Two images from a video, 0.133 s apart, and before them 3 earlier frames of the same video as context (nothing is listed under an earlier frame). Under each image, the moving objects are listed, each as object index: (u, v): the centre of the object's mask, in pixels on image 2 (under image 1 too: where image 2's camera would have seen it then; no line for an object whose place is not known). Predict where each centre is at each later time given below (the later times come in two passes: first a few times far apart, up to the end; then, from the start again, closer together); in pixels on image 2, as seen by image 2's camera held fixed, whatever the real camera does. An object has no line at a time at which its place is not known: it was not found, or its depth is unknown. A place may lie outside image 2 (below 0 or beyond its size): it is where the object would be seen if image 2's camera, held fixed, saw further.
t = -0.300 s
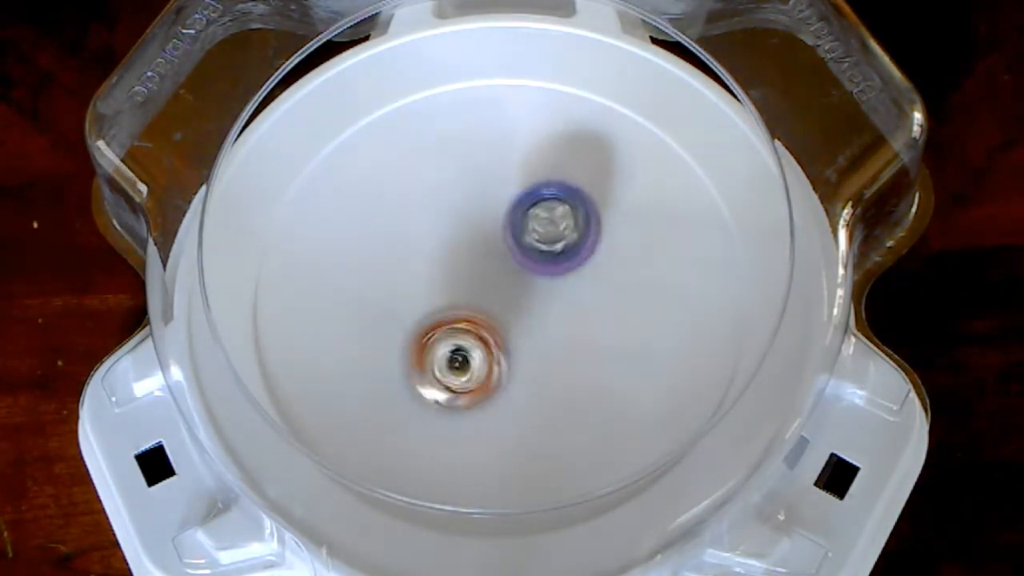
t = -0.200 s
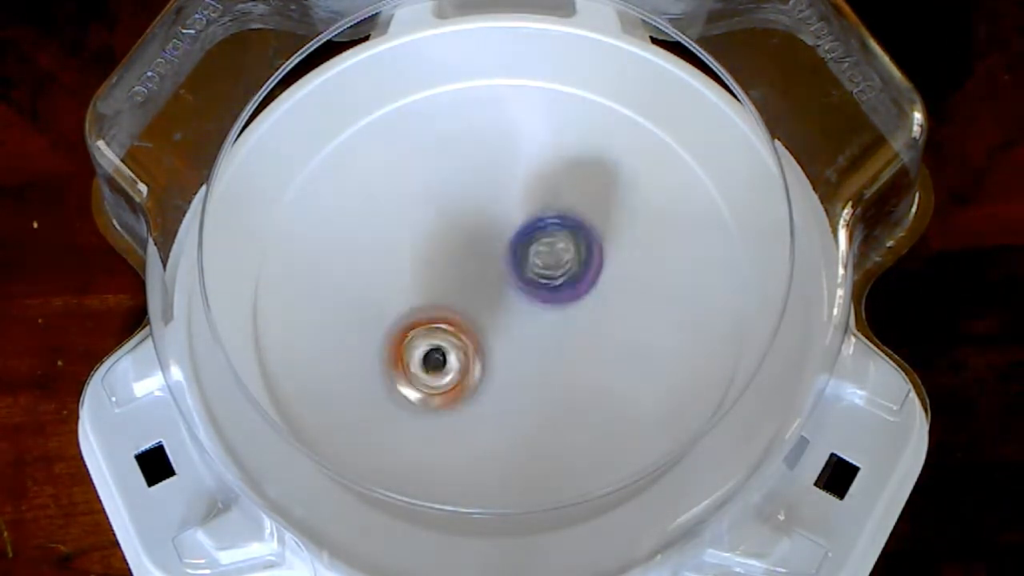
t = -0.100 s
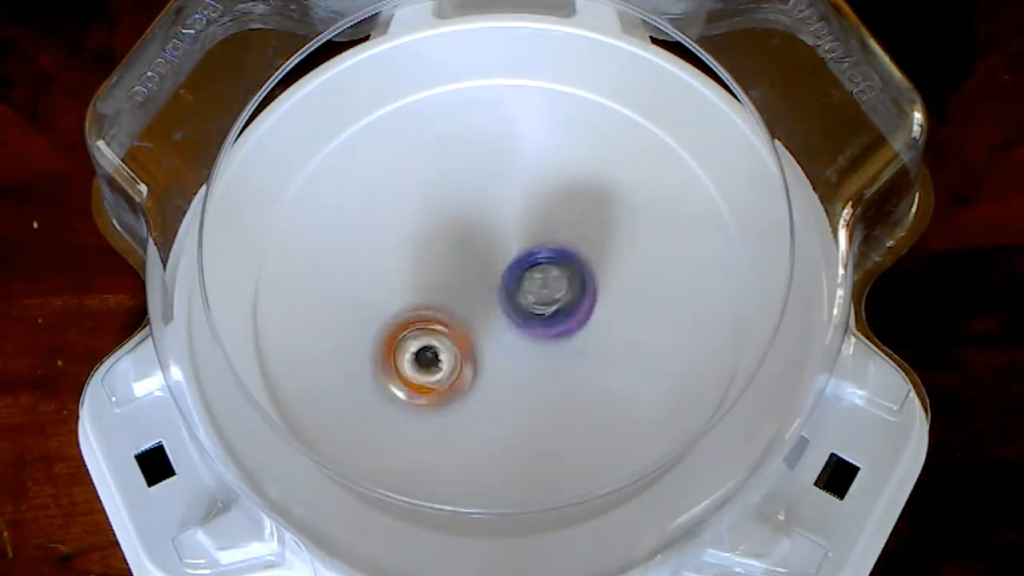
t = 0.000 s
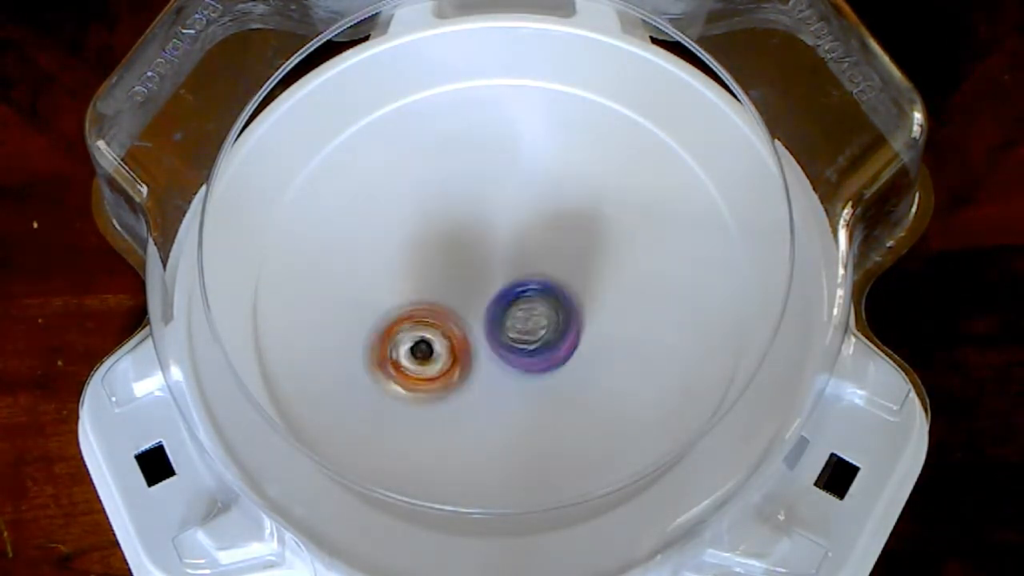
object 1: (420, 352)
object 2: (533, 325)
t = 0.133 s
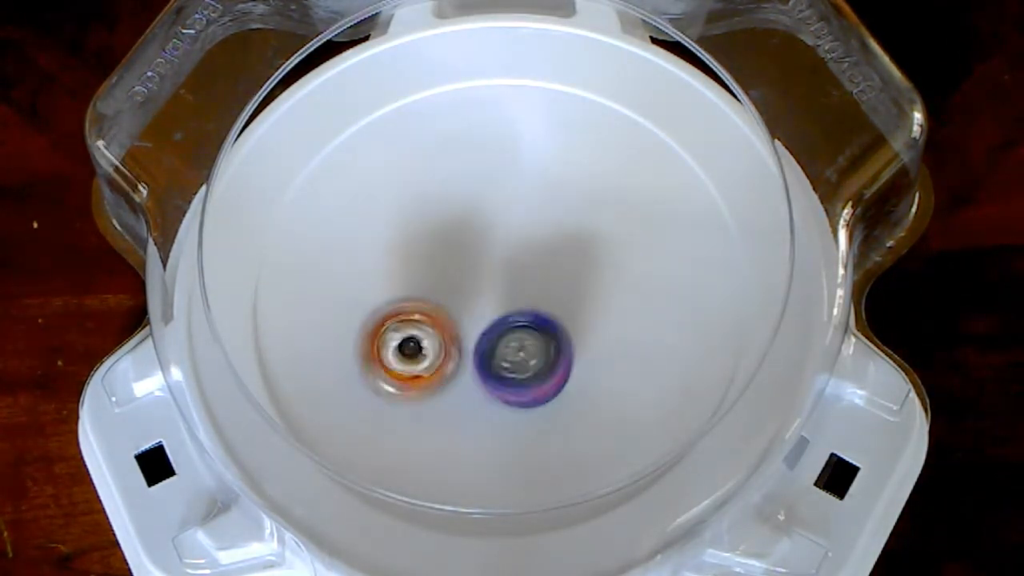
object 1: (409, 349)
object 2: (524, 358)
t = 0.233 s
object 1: (405, 346)
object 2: (515, 374)
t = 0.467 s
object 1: (401, 331)
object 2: (511, 381)
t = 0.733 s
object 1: (394, 302)
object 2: (503, 329)
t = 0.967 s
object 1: (390, 286)
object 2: (498, 270)
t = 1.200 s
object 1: (398, 277)
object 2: (500, 233)
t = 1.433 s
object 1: (416, 273)
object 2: (524, 219)
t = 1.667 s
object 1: (439, 264)
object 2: (551, 237)
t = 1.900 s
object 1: (441, 258)
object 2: (553, 286)
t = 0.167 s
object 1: (408, 347)
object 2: (522, 365)
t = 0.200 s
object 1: (407, 346)
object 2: (519, 370)
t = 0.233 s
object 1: (405, 346)
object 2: (515, 374)
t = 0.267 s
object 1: (403, 344)
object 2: (517, 377)
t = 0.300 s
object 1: (400, 342)
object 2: (519, 381)
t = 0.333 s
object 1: (401, 343)
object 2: (518, 385)
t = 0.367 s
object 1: (404, 340)
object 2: (517, 387)
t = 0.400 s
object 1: (404, 336)
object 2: (516, 386)
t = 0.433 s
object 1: (403, 332)
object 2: (514, 385)
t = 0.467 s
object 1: (401, 331)
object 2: (511, 381)
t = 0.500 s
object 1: (399, 331)
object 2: (508, 377)
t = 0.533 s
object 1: (399, 330)
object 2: (506, 371)
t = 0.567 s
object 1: (398, 329)
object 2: (503, 364)
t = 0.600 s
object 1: (395, 326)
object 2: (503, 358)
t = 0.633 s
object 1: (394, 318)
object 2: (503, 351)
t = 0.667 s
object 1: (395, 311)
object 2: (505, 344)
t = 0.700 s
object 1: (394, 306)
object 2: (504, 336)
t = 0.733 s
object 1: (394, 302)
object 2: (503, 329)
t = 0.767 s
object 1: (391, 297)
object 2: (504, 319)
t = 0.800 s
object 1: (390, 293)
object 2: (503, 311)
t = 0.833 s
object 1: (390, 290)
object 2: (502, 302)
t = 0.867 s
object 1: (387, 288)
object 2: (502, 293)
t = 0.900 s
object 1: (390, 287)
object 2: (501, 285)
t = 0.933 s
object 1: (389, 285)
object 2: (499, 277)
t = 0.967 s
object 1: (390, 286)
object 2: (498, 270)
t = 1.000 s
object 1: (390, 285)
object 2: (500, 261)
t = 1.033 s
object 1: (389, 287)
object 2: (501, 254)
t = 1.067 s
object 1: (394, 286)
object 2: (501, 249)
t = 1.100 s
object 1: (397, 284)
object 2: (502, 243)
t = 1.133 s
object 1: (398, 279)
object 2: (501, 239)
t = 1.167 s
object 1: (398, 277)
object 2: (500, 236)
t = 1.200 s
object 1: (398, 277)
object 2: (500, 233)
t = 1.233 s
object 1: (400, 276)
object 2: (499, 231)
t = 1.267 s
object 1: (402, 277)
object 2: (497, 230)
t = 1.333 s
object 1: (403, 278)
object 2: (508, 224)
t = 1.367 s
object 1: (408, 277)
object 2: (514, 221)
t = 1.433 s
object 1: (416, 273)
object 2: (524, 219)
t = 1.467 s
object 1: (422, 270)
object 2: (527, 221)
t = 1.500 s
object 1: (428, 268)
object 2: (531, 223)
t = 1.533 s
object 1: (433, 266)
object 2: (533, 226)
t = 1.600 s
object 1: (435, 267)
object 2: (541, 229)
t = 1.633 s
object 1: (436, 266)
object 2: (548, 232)
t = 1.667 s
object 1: (439, 264)
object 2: (551, 237)
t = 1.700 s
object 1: (439, 263)
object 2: (555, 242)
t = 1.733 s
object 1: (437, 261)
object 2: (557, 248)
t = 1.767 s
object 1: (436, 261)
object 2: (558, 254)
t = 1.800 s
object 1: (437, 264)
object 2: (559, 260)
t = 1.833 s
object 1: (441, 263)
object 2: (557, 268)
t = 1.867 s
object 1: (443, 261)
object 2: (555, 275)
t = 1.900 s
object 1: (441, 258)
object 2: (553, 286)
